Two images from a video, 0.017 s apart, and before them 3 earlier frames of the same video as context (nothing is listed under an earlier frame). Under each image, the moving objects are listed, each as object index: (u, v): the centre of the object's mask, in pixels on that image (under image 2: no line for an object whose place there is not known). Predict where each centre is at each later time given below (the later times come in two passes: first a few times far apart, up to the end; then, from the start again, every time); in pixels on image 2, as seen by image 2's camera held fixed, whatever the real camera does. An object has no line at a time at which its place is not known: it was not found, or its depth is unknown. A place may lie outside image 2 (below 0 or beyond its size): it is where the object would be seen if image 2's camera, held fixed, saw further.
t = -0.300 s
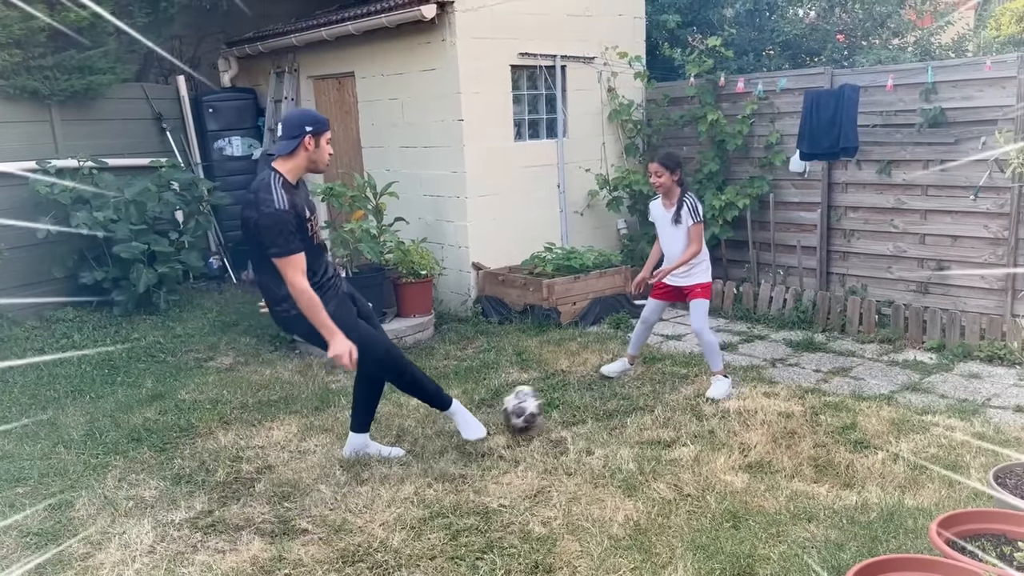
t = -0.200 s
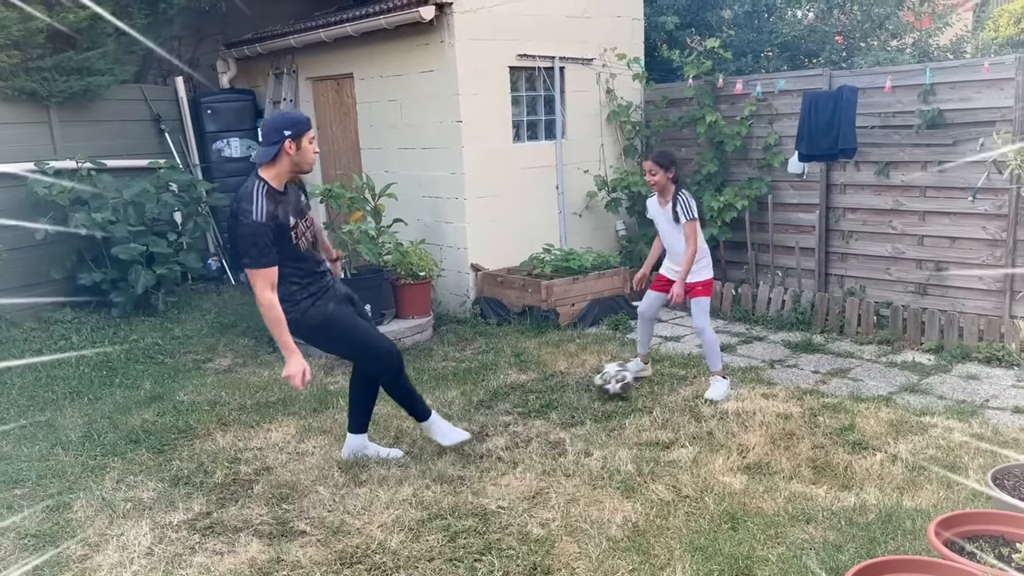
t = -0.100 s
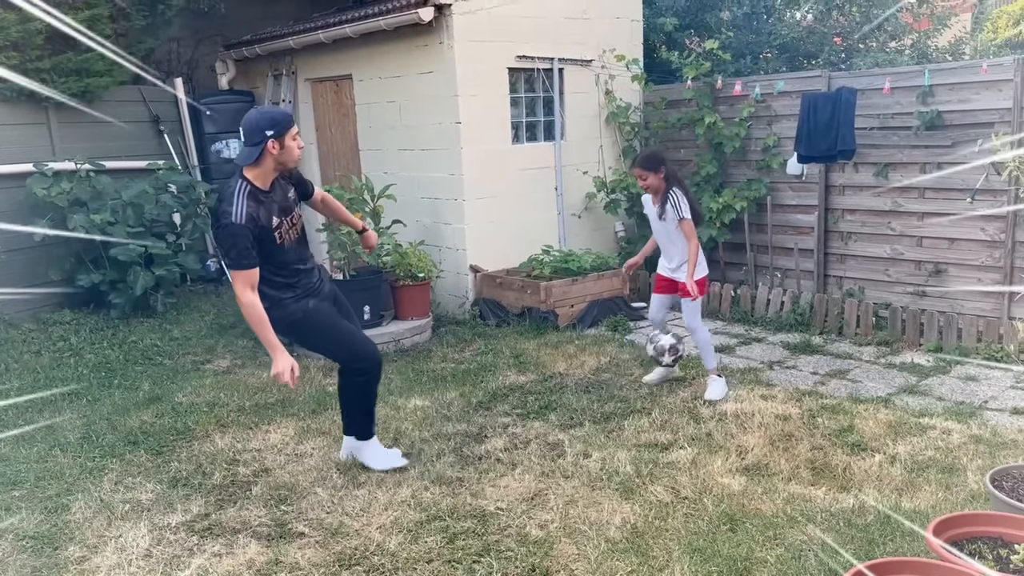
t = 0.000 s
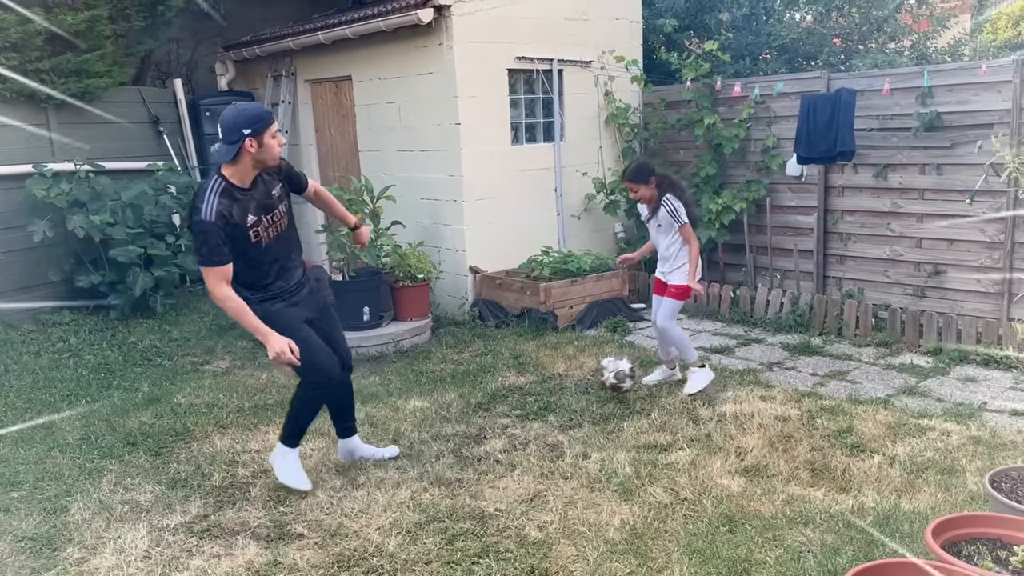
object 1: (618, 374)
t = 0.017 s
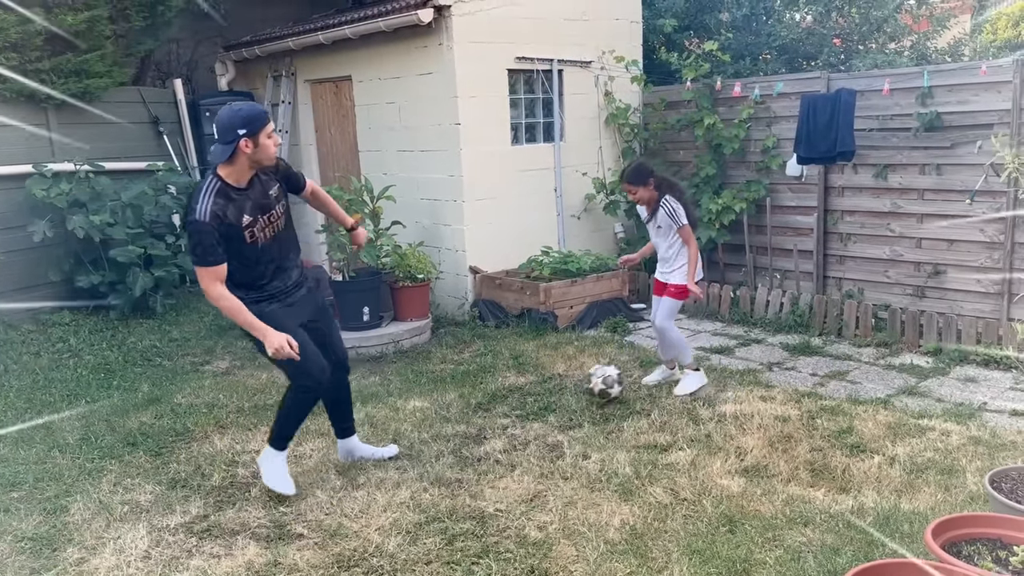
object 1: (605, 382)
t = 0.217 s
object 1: (522, 361)
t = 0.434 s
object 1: (446, 386)
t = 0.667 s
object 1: (362, 392)
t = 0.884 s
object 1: (284, 408)
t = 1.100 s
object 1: (216, 410)
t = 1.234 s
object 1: (176, 418)
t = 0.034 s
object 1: (592, 391)
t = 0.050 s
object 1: (582, 396)
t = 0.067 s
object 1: (576, 391)
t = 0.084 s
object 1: (571, 385)
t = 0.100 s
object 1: (564, 381)
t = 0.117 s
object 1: (558, 377)
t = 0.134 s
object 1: (552, 372)
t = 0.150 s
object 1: (546, 369)
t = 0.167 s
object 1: (540, 366)
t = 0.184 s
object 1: (534, 364)
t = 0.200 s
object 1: (527, 362)
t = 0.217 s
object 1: (522, 361)
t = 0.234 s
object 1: (517, 359)
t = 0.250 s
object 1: (510, 359)
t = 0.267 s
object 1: (504, 359)
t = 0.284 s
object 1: (498, 360)
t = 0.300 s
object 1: (492, 361)
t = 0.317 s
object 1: (488, 363)
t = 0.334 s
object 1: (482, 363)
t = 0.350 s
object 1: (476, 367)
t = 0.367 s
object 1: (469, 369)
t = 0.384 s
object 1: (463, 373)
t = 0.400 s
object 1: (458, 377)
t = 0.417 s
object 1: (452, 381)
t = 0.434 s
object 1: (446, 386)
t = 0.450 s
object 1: (441, 392)
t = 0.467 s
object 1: (435, 397)
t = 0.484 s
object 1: (429, 401)
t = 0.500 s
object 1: (423, 401)
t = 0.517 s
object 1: (417, 398)
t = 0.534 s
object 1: (410, 397)
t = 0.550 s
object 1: (404, 394)
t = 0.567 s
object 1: (399, 393)
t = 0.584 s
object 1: (393, 391)
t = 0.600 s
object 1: (386, 390)
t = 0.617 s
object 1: (380, 390)
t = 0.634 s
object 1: (374, 390)
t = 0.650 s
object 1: (368, 391)
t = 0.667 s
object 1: (362, 392)
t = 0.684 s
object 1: (355, 393)
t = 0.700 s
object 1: (349, 395)
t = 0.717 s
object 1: (344, 398)
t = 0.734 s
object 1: (338, 401)
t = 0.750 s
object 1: (331, 403)
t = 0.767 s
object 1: (325, 406)
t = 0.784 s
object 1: (320, 407)
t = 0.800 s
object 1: (313, 410)
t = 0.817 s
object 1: (308, 410)
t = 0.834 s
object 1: (301, 408)
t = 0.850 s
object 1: (295, 409)
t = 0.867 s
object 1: (289, 408)
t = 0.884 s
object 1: (284, 408)
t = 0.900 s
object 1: (278, 409)
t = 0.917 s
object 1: (272, 409)
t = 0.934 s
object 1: (267, 411)
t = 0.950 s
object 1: (261, 412)
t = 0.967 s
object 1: (255, 412)
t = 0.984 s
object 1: (249, 413)
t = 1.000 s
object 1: (244, 413)
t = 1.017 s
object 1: (239, 412)
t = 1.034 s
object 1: (234, 411)
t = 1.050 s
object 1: (229, 411)
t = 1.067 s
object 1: (224, 410)
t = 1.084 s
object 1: (219, 409)
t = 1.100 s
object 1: (216, 410)
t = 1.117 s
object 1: (211, 411)
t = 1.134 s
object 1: (207, 412)
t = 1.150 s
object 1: (201, 412)
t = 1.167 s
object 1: (197, 412)
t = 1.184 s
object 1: (191, 413)
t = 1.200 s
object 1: (186, 414)
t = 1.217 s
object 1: (181, 416)
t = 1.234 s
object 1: (176, 418)
